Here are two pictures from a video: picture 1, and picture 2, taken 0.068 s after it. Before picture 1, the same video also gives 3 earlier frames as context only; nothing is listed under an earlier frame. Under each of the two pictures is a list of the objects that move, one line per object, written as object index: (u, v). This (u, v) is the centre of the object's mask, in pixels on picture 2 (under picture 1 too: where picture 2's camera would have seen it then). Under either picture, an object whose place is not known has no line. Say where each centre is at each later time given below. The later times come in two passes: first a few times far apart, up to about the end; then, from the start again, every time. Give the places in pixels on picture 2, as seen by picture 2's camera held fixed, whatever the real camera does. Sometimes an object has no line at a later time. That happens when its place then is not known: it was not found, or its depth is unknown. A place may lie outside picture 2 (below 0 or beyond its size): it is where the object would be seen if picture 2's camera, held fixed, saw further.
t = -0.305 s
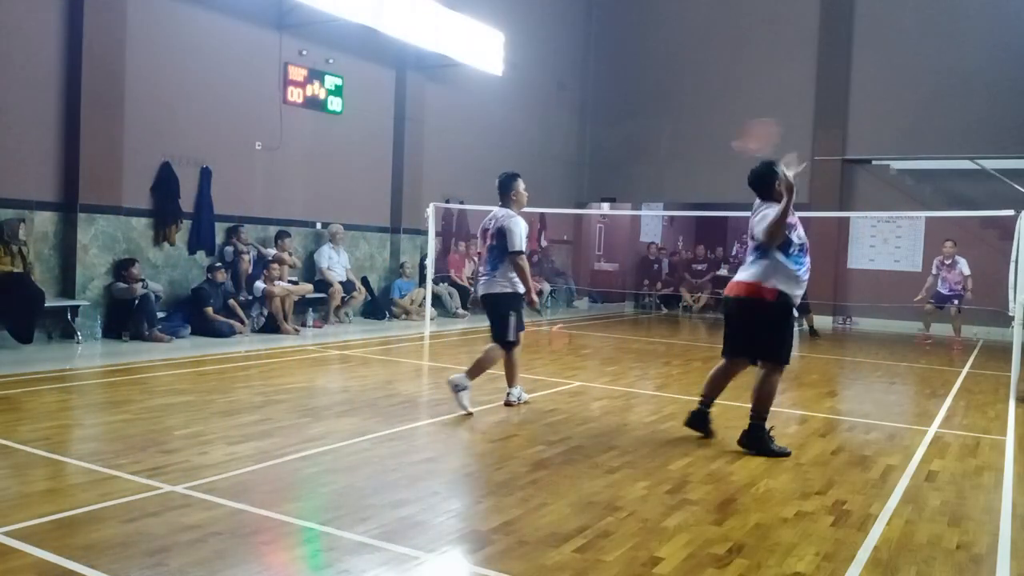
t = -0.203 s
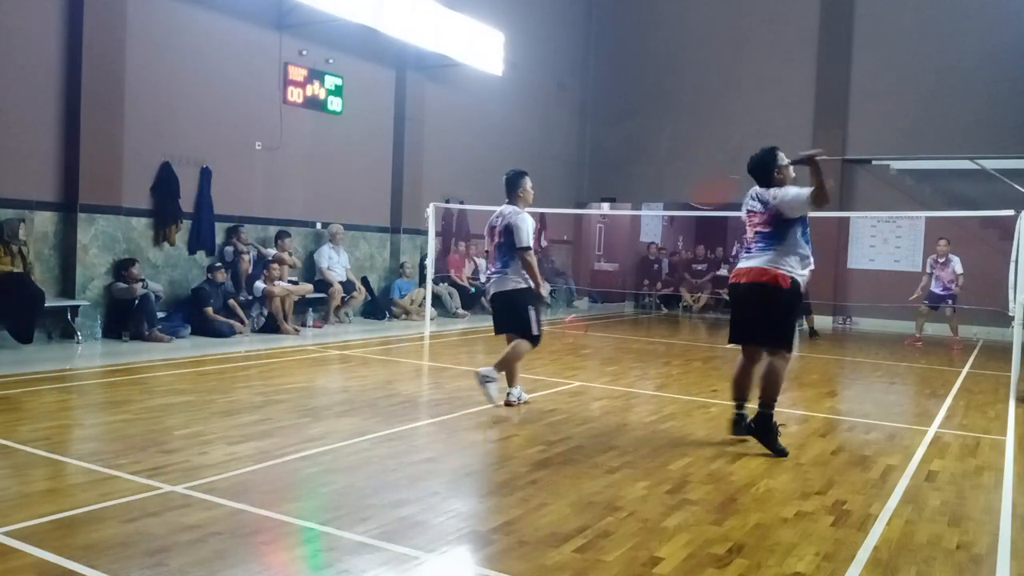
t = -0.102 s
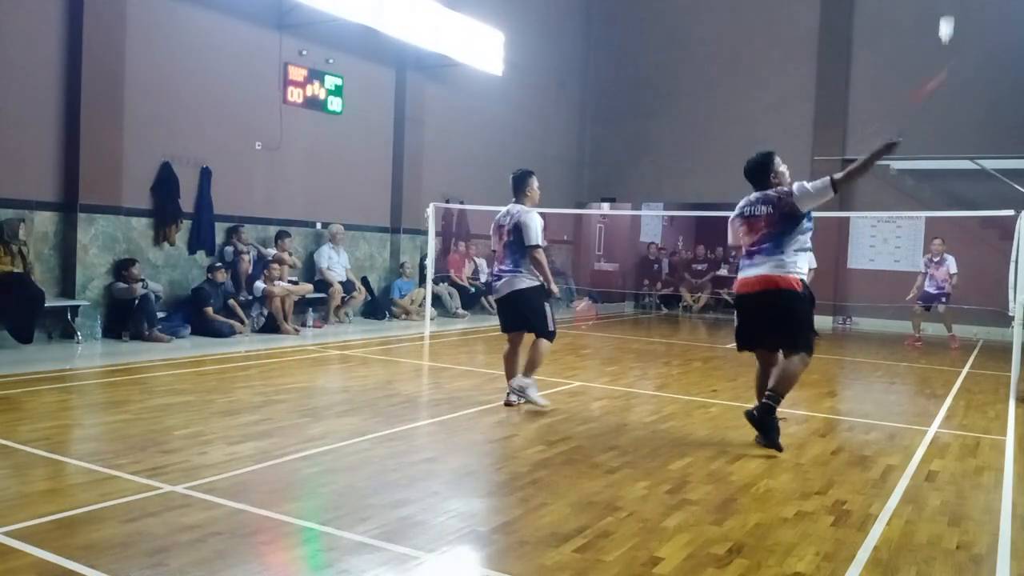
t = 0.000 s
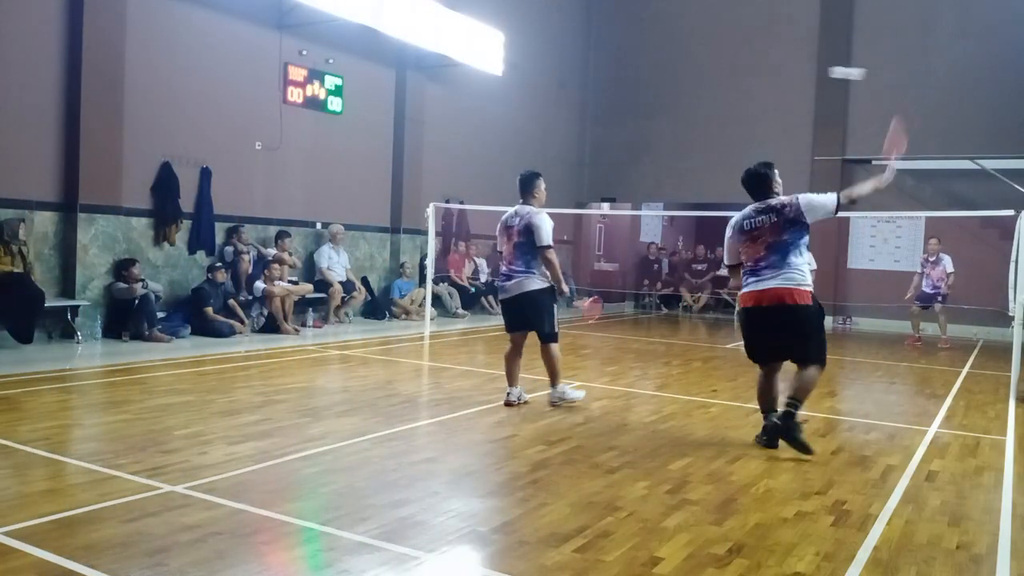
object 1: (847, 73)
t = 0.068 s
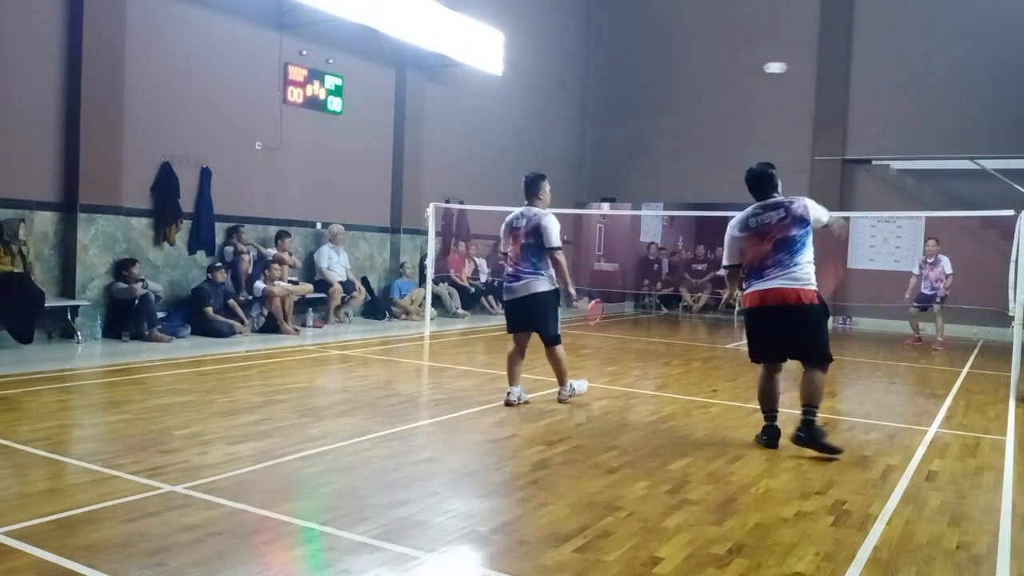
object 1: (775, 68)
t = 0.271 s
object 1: (679, 86)
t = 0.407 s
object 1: (646, 111)
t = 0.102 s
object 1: (751, 68)
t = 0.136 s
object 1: (732, 70)
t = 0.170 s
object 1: (715, 73)
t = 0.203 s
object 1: (701, 76)
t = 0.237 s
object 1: (689, 81)
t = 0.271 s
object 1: (679, 86)
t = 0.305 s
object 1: (669, 91)
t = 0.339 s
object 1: (661, 98)
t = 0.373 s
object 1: (653, 104)
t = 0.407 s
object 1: (646, 111)
